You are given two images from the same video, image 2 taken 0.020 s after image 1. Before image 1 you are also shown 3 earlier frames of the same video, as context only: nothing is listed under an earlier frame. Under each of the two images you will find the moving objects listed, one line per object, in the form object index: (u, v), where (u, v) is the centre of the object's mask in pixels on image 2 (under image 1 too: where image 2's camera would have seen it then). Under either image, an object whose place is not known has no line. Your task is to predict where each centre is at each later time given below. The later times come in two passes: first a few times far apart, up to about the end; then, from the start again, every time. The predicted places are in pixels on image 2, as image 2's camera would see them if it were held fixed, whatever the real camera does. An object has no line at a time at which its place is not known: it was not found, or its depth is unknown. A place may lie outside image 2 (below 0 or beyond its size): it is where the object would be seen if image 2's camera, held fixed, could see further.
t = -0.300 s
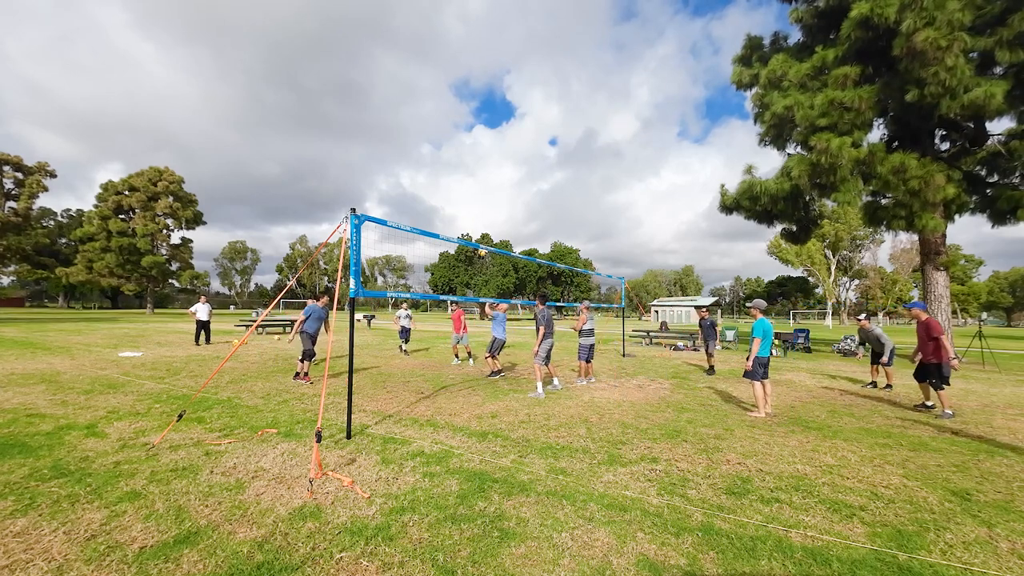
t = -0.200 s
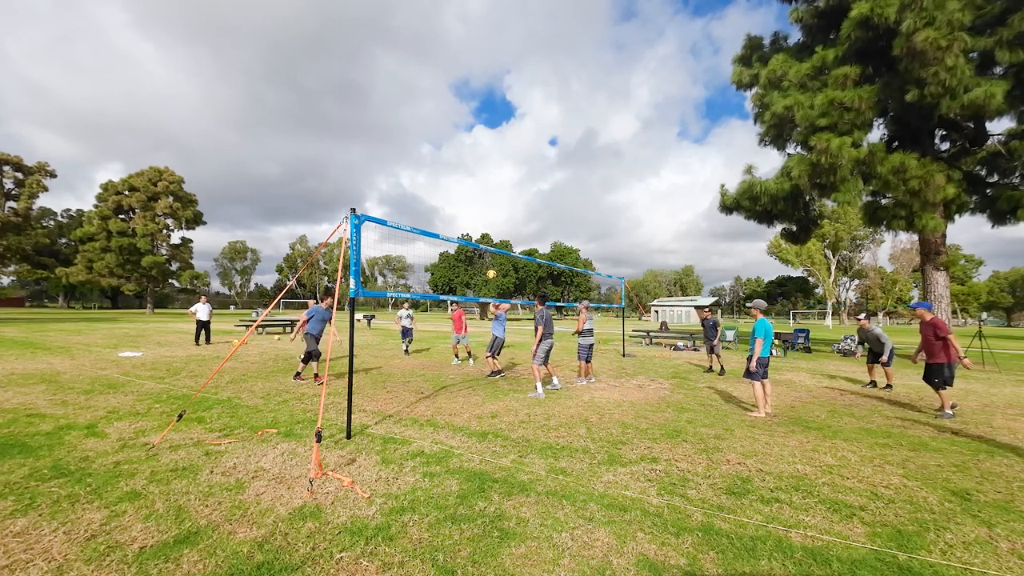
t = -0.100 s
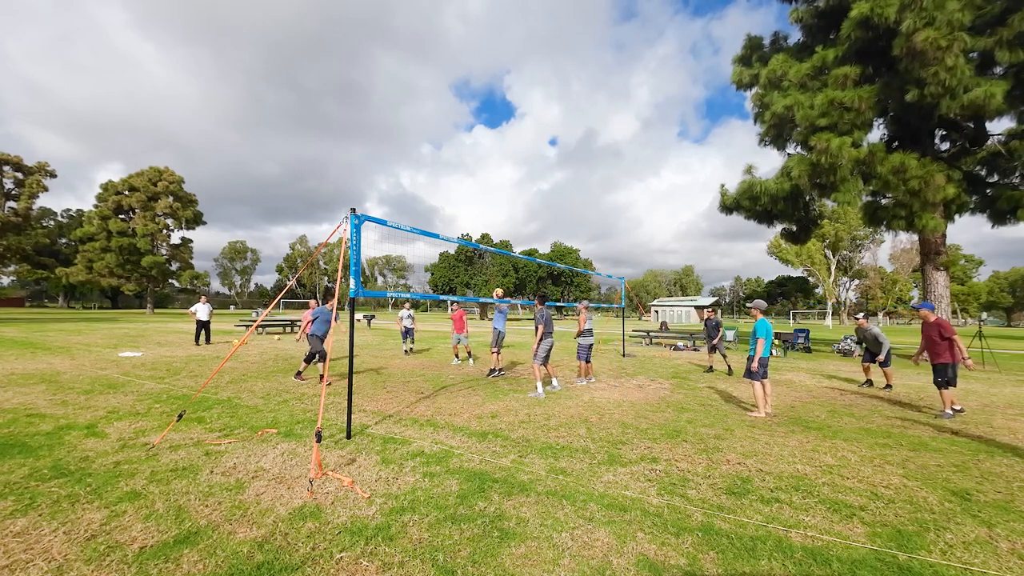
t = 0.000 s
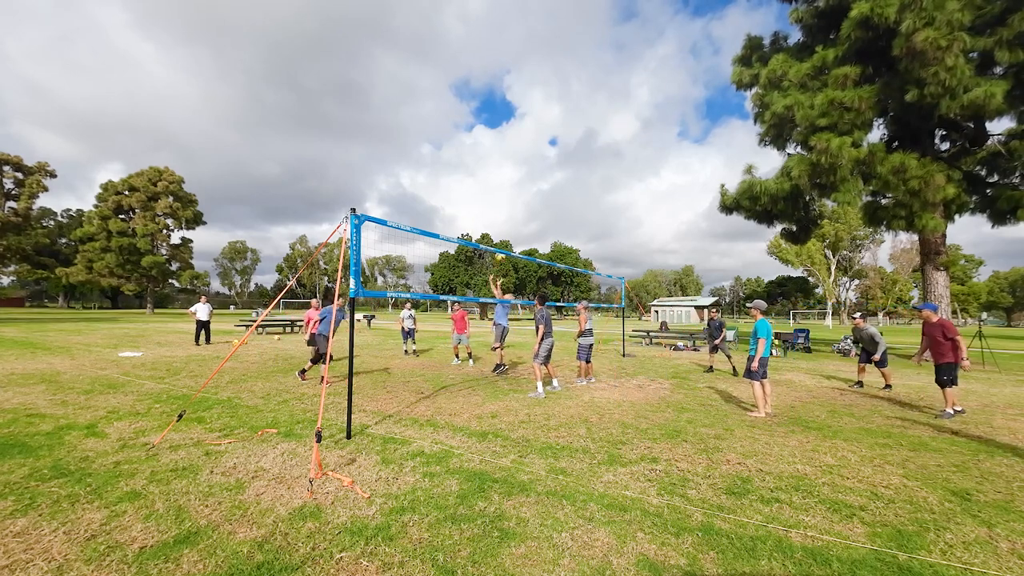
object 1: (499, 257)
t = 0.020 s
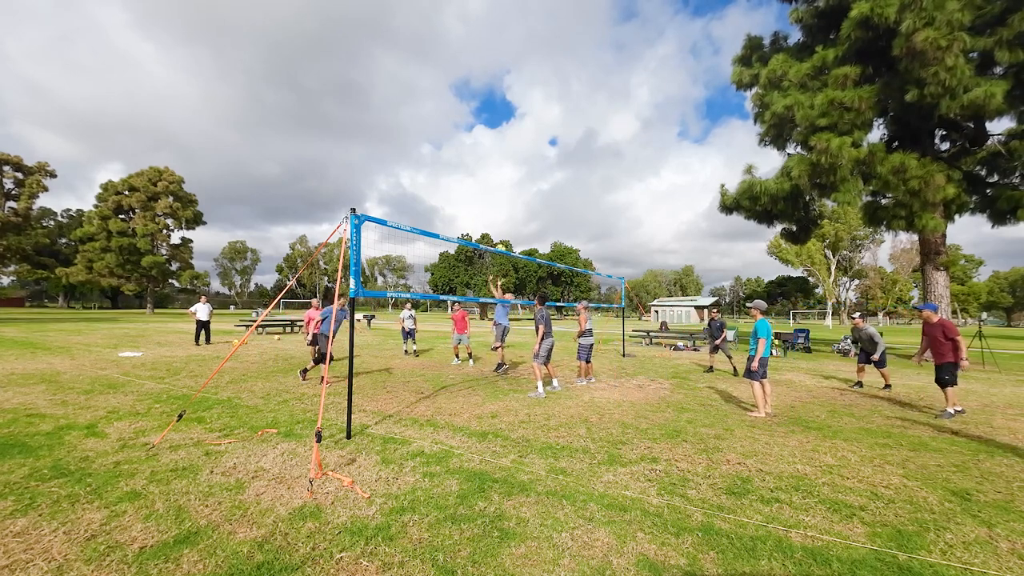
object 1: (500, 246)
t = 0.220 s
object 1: (502, 188)
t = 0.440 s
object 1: (503, 141)
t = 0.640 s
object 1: (505, 117)
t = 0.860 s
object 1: (507, 115)
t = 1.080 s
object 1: (509, 138)
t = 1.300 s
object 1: (511, 186)
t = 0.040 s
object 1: (500, 242)
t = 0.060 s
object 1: (500, 235)
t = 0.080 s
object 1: (500, 229)
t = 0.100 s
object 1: (500, 222)
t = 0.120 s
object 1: (501, 216)
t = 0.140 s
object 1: (501, 210)
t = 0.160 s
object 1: (501, 205)
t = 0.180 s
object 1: (501, 198)
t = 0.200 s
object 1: (502, 193)
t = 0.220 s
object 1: (502, 188)
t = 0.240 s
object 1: (502, 183)
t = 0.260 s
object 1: (502, 178)
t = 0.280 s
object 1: (503, 173)
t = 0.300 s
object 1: (503, 168)
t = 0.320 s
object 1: (502, 163)
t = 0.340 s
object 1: (503, 159)
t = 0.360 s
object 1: (503, 155)
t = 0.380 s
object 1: (503, 151)
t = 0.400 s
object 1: (503, 147)
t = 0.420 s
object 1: (503, 144)
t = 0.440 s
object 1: (503, 141)
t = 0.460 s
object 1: (504, 138)
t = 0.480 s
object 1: (504, 134)
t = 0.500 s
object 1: (504, 132)
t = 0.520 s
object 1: (504, 129)
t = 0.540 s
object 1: (504, 127)
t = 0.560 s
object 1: (504, 124)
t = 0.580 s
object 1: (505, 122)
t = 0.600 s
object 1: (505, 120)
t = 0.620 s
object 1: (505, 119)
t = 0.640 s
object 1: (505, 117)
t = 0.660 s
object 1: (506, 116)
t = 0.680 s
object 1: (506, 115)
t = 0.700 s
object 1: (506, 114)
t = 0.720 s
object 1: (506, 113)
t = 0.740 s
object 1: (506, 113)
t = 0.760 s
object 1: (507, 113)
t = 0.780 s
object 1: (507, 113)
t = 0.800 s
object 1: (507, 113)
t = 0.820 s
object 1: (507, 113)
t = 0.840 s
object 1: (507, 114)
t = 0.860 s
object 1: (507, 115)
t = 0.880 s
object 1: (508, 116)
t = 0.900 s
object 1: (508, 117)
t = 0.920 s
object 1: (508, 118)
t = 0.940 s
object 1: (508, 120)
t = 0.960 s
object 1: (508, 122)
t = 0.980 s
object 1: (508, 124)
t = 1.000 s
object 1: (508, 126)
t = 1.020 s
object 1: (509, 129)
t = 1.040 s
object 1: (509, 132)
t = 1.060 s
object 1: (509, 135)
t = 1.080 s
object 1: (509, 138)
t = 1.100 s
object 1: (509, 141)
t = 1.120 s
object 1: (509, 145)
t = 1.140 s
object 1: (509, 149)
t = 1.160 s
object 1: (510, 152)
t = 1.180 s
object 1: (510, 156)
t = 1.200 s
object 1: (510, 161)
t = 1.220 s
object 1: (510, 165)
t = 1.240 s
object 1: (510, 171)
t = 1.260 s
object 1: (510, 175)
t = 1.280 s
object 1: (510, 181)
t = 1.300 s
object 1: (511, 186)
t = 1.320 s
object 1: (510, 192)
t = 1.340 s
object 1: (510, 198)
